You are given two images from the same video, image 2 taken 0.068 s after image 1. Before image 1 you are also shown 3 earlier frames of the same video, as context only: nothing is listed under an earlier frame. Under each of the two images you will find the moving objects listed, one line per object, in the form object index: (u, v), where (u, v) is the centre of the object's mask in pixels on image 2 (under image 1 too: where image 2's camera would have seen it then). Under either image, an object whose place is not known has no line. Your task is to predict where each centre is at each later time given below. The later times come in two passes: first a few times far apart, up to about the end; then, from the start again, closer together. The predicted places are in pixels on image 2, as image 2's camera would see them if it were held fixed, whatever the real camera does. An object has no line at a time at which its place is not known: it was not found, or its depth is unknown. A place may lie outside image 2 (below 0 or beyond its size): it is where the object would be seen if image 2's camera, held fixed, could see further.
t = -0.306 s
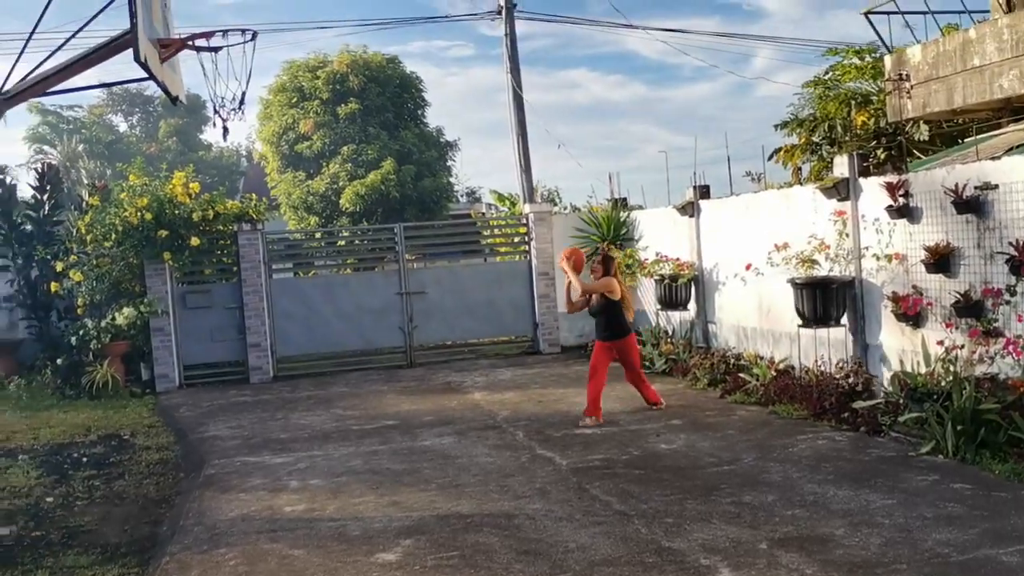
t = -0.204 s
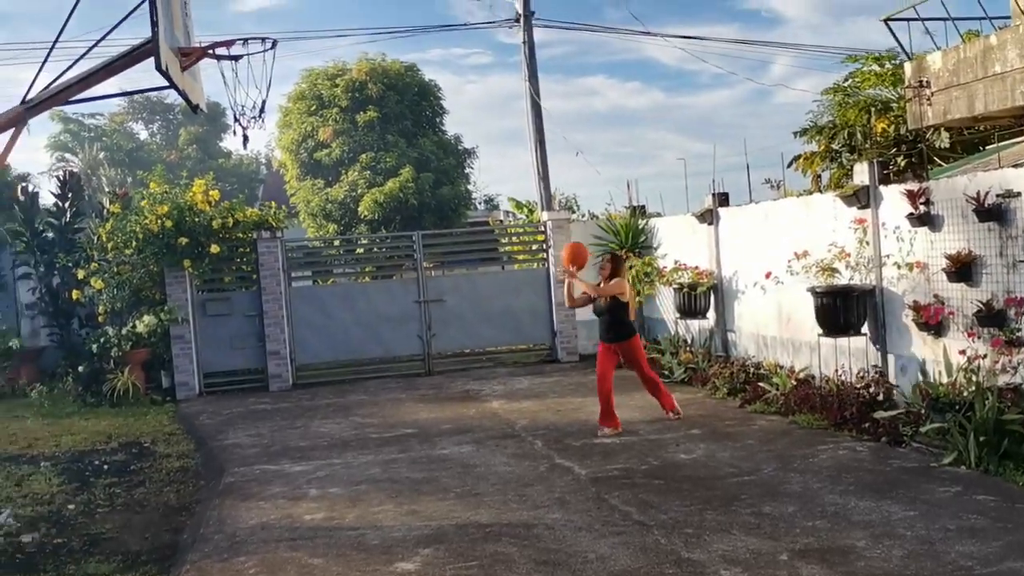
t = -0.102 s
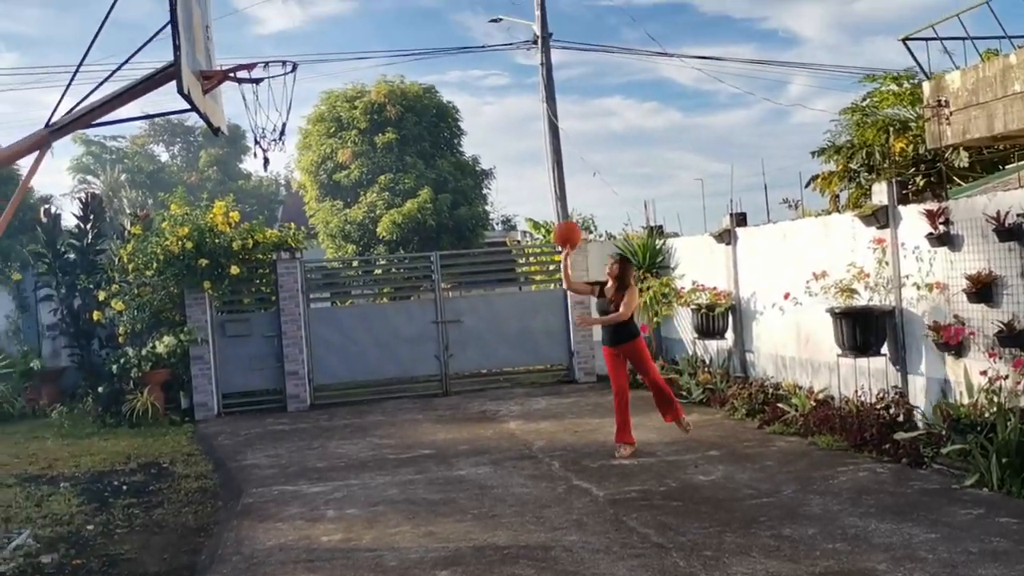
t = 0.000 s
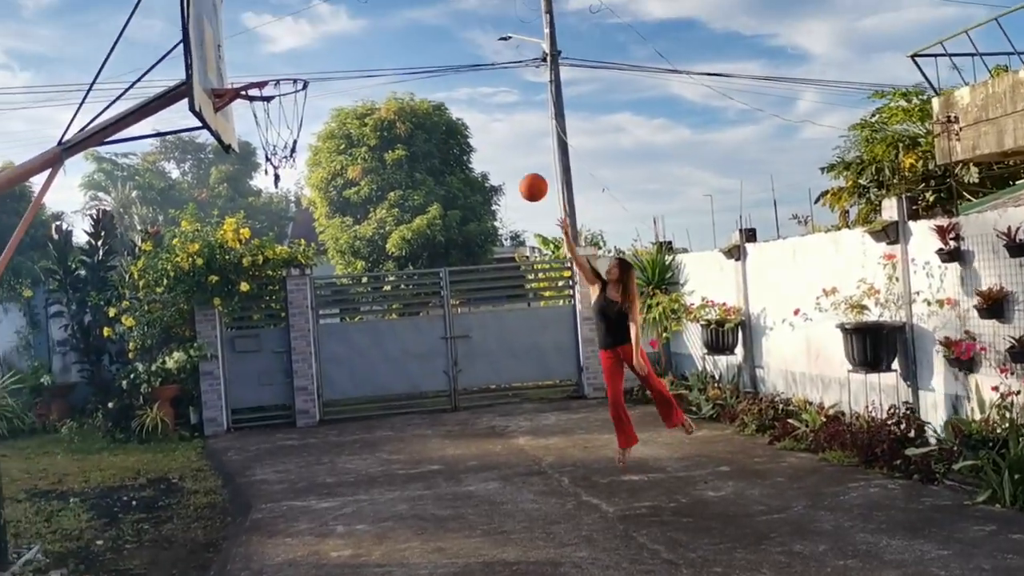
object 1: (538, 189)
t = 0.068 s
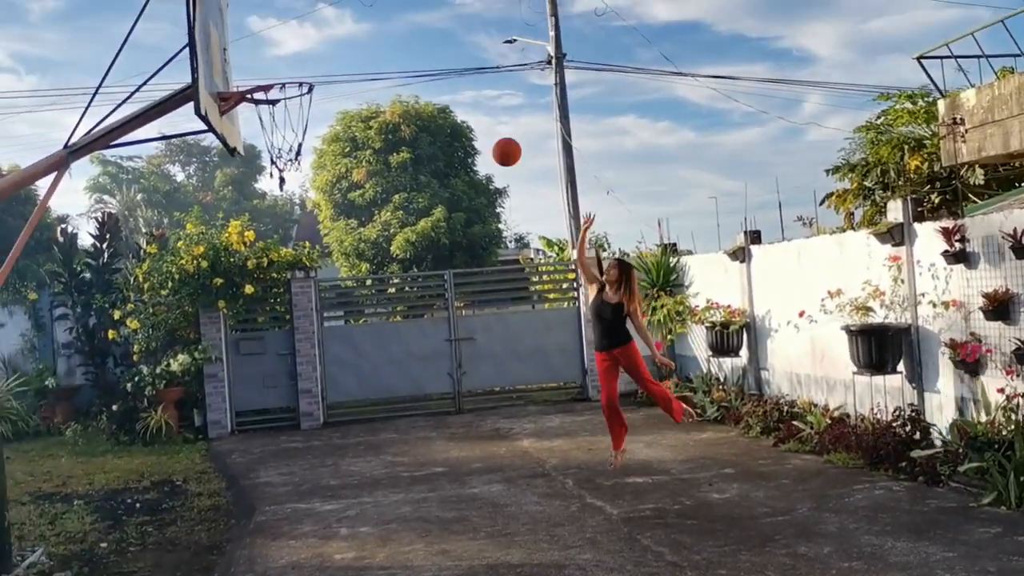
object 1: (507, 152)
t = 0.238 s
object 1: (425, 78)
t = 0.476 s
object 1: (305, 30)
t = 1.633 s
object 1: (381, 270)
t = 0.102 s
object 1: (490, 134)
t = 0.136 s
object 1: (474, 119)
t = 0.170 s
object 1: (458, 103)
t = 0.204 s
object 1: (442, 90)
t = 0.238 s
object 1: (425, 78)
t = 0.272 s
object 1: (410, 65)
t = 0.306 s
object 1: (394, 56)
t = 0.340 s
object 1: (377, 47)
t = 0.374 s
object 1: (359, 40)
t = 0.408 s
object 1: (341, 34)
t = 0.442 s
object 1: (324, 29)
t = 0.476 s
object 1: (305, 30)
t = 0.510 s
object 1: (289, 29)
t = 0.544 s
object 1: (272, 31)
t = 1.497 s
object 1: (363, 166)
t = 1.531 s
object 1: (367, 189)
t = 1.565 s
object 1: (371, 214)
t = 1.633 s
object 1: (381, 270)
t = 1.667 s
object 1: (386, 301)
